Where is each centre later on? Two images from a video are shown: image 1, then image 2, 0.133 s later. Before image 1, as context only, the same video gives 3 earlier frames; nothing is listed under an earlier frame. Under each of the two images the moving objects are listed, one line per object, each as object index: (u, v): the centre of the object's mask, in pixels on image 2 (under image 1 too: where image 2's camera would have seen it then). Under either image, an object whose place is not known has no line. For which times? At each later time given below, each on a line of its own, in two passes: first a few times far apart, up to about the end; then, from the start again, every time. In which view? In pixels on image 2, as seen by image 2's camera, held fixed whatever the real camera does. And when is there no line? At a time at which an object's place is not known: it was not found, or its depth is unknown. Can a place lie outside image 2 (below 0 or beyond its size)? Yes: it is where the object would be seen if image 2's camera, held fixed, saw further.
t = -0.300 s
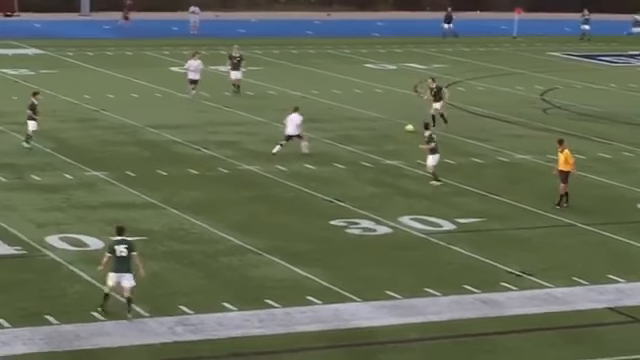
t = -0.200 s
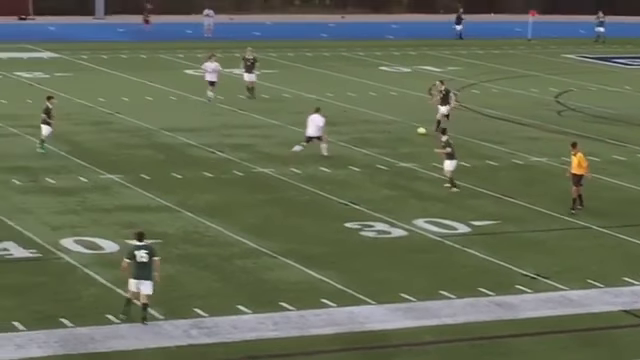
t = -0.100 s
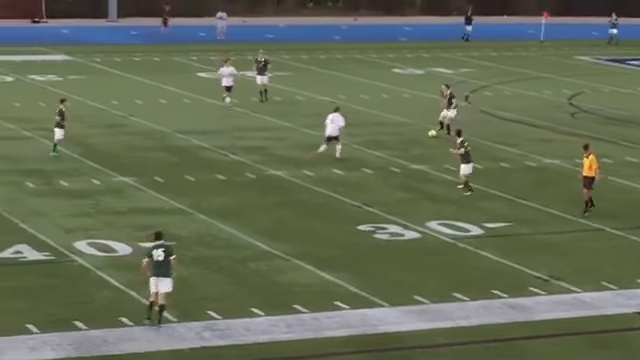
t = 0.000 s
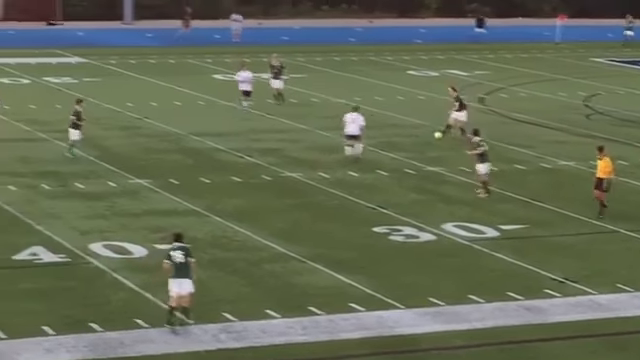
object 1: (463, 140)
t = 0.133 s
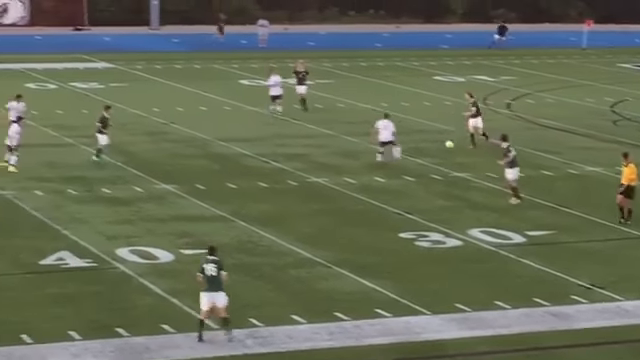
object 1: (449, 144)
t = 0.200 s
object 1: (443, 150)
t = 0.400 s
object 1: (432, 178)
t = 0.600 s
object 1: (432, 194)
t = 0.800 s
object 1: (439, 214)
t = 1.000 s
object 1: (450, 235)
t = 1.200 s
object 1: (465, 249)
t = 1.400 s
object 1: (483, 275)
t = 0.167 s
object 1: (446, 146)
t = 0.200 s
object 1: (443, 150)
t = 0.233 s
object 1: (440, 153)
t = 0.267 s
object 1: (438, 157)
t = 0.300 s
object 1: (436, 161)
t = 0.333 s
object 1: (434, 166)
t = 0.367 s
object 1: (433, 172)
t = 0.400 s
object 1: (432, 178)
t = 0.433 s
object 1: (431, 185)
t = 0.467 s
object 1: (431, 192)
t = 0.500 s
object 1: (431, 192)
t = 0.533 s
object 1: (431, 193)
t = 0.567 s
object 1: (431, 193)
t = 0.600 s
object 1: (432, 194)
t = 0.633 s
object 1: (433, 196)
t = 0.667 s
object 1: (434, 198)
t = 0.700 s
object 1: (435, 201)
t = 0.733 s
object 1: (436, 204)
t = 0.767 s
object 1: (438, 209)
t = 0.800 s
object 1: (439, 214)
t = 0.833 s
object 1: (440, 219)
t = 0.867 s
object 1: (442, 225)
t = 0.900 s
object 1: (445, 231)
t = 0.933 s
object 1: (445, 235)
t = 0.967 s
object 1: (448, 235)
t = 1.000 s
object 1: (450, 235)
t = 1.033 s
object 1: (452, 236)
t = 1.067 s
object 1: (454, 237)
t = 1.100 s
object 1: (458, 240)
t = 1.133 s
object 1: (460, 242)
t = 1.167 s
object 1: (463, 245)
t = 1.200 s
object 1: (465, 249)
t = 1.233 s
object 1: (468, 253)
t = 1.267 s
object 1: (471, 259)
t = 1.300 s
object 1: (474, 265)
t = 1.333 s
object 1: (478, 271)
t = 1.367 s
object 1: (480, 274)
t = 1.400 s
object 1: (483, 275)
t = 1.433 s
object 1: (486, 276)
